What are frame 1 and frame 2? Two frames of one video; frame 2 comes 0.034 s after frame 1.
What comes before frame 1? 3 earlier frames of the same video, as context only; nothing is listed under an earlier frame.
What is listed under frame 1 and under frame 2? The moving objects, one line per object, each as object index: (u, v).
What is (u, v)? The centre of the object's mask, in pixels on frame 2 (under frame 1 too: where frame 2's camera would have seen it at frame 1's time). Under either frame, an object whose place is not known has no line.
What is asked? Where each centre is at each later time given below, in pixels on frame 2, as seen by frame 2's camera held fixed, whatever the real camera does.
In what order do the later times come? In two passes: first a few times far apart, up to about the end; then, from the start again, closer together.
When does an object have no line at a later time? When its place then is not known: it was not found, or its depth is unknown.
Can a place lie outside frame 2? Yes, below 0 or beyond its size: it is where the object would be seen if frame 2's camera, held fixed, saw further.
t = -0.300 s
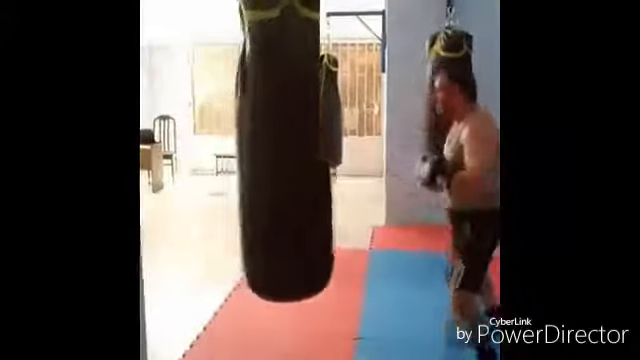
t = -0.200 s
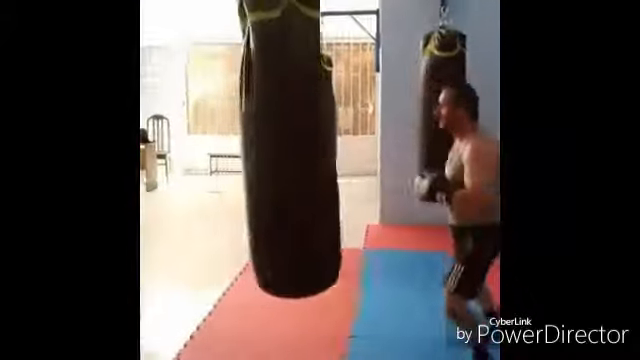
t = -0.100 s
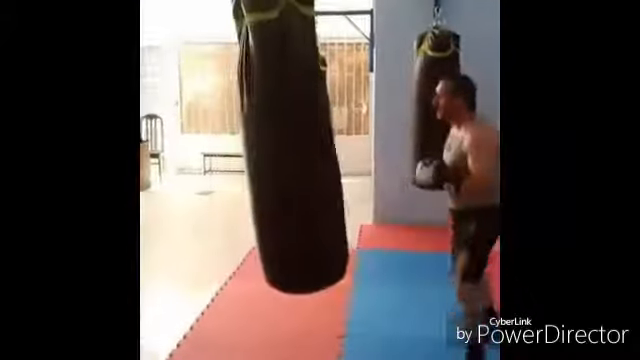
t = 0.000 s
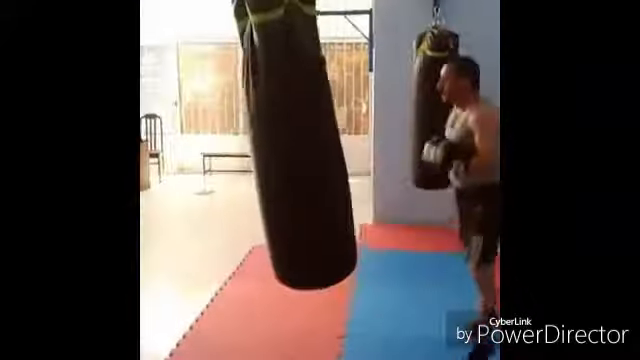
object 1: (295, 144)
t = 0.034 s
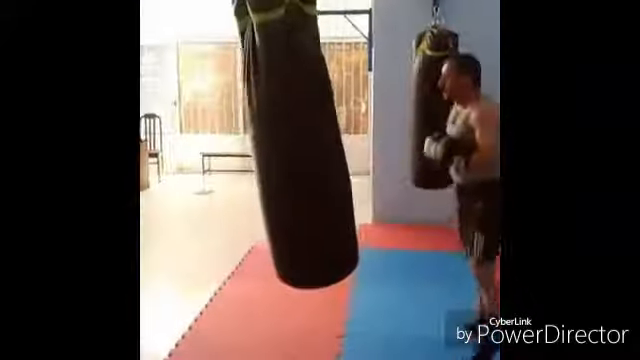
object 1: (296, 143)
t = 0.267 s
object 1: (297, 138)
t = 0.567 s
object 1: (278, 138)
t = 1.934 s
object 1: (254, 147)
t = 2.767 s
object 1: (286, 133)
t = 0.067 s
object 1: (297, 143)
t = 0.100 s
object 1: (298, 141)
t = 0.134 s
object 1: (298, 141)
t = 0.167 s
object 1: (298, 139)
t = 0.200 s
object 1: (298, 138)
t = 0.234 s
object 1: (297, 138)
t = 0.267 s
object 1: (297, 138)
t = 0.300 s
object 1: (295, 138)
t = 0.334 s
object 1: (294, 138)
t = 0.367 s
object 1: (292, 138)
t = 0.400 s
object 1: (290, 138)
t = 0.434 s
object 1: (288, 138)
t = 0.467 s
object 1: (286, 138)
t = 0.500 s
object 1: (283, 138)
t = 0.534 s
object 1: (281, 138)
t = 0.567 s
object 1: (278, 138)
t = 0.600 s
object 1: (275, 139)
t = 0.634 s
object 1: (270, 141)
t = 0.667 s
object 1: (266, 142)
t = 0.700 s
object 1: (262, 142)
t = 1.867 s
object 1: (247, 148)
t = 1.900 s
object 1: (251, 147)
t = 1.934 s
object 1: (254, 147)
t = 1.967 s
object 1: (258, 146)
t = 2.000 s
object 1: (261, 145)
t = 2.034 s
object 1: (265, 144)
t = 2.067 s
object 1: (268, 144)
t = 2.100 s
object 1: (271, 143)
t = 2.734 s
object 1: (288, 133)
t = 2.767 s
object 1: (286, 133)
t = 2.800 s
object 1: (284, 133)
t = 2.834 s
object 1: (282, 133)
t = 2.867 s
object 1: (280, 133)
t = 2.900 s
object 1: (277, 135)
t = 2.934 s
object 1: (274, 136)
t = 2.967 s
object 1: (271, 138)
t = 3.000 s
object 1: (268, 138)
